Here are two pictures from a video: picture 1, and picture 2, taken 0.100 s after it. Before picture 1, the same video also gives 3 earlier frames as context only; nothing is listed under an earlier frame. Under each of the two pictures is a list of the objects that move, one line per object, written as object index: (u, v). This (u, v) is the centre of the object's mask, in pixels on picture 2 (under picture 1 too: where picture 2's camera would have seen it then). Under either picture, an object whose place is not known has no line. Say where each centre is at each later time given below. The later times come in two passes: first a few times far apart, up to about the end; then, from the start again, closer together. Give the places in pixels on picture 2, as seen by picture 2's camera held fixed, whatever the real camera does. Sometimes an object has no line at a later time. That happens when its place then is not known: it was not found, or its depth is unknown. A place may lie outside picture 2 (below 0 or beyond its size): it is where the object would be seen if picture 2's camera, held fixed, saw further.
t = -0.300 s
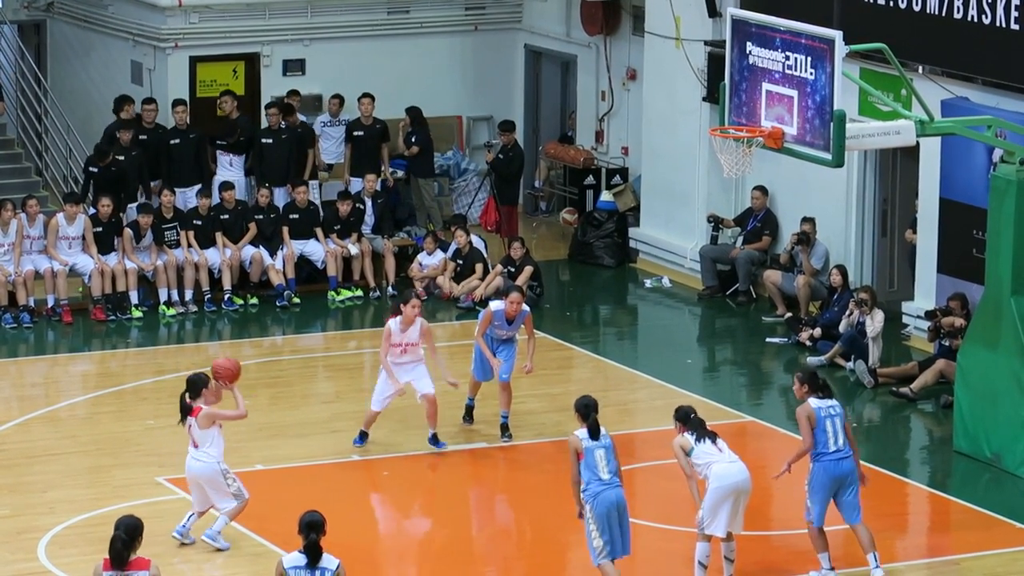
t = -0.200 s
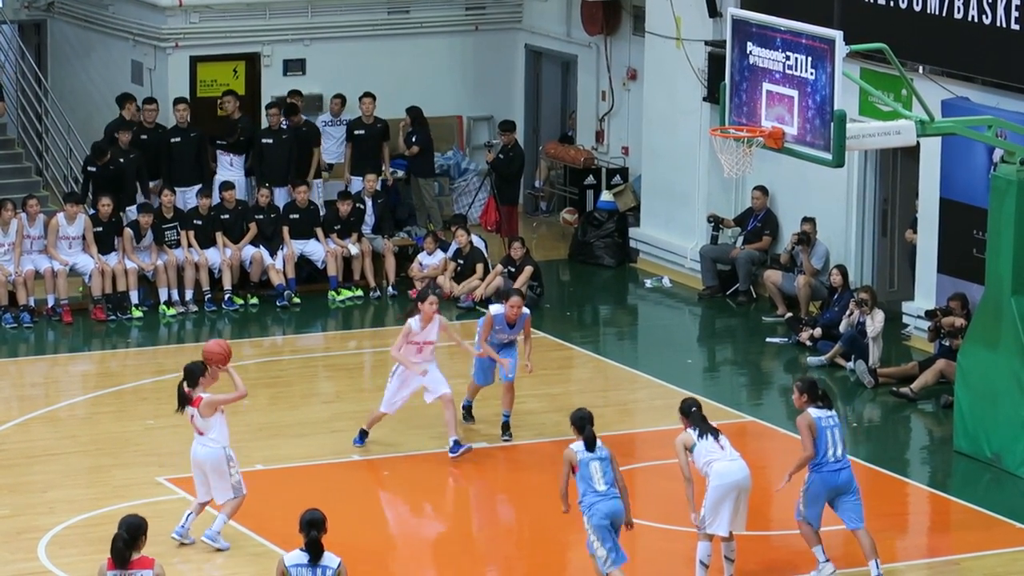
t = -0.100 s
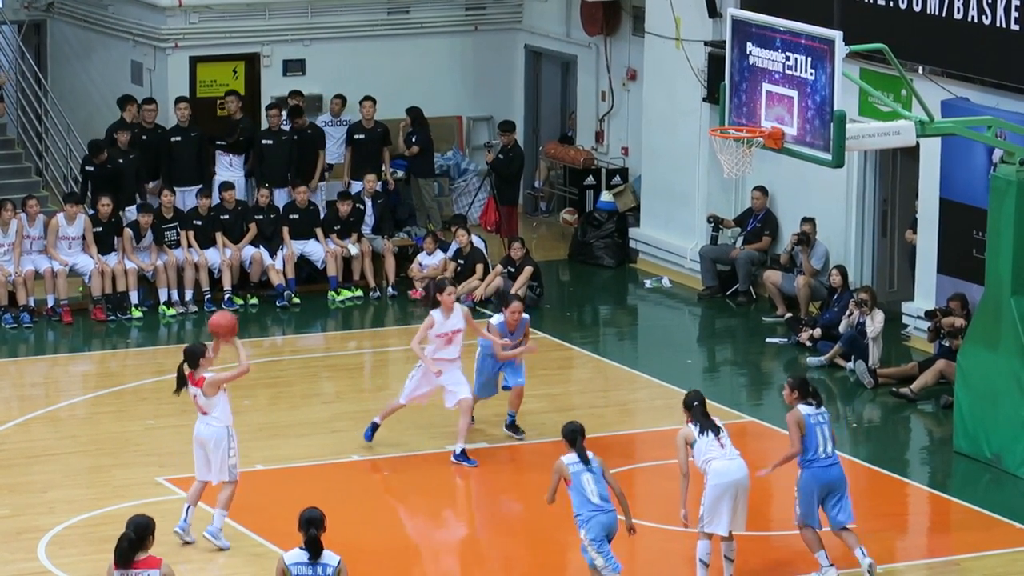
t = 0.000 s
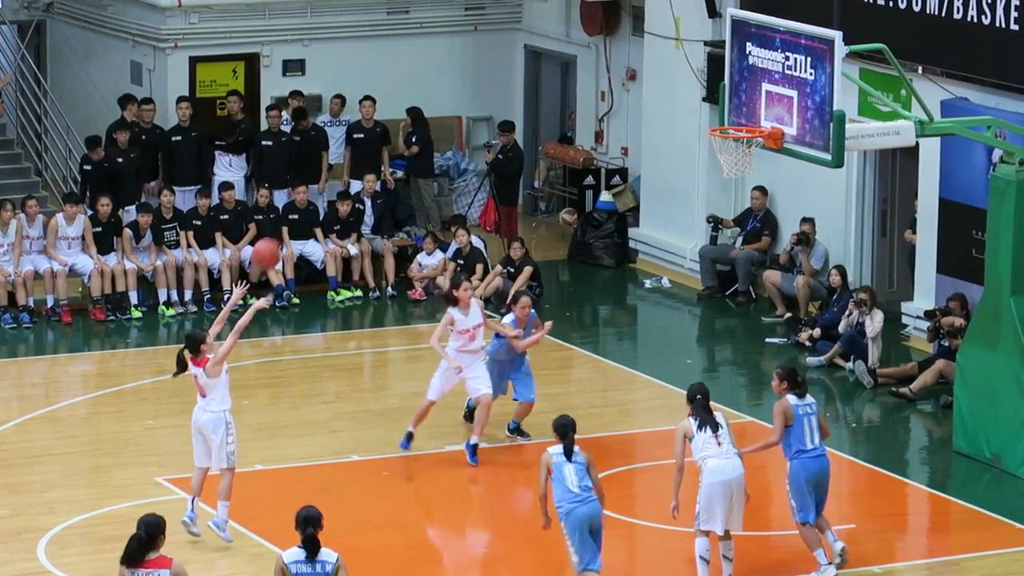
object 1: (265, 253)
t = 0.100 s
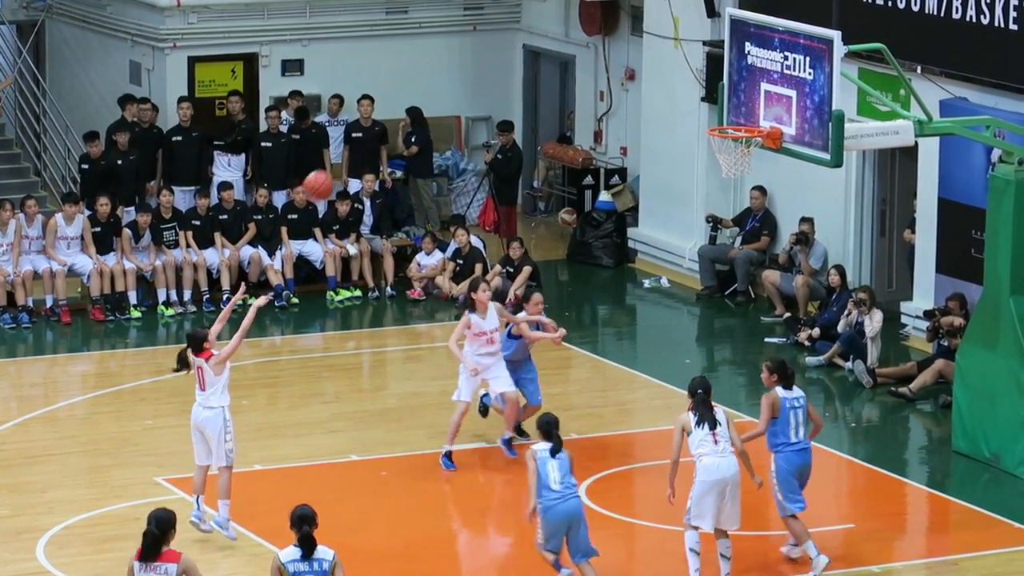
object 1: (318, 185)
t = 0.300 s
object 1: (421, 88)
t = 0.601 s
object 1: (569, 35)
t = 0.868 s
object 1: (694, 79)
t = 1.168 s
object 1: (709, 75)
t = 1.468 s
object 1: (622, 105)
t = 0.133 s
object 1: (335, 166)
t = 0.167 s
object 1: (353, 147)
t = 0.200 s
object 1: (370, 131)
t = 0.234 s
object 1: (387, 115)
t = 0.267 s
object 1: (404, 101)
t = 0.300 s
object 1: (421, 88)
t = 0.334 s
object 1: (438, 76)
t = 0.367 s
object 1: (455, 66)
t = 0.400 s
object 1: (471, 58)
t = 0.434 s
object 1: (488, 51)
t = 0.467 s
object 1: (505, 44)
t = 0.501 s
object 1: (521, 40)
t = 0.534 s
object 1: (537, 38)
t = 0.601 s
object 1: (569, 35)
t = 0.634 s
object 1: (586, 36)
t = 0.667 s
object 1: (602, 38)
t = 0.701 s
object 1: (617, 41)
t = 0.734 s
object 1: (633, 46)
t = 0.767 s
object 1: (648, 53)
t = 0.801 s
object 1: (663, 60)
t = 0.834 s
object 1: (679, 69)
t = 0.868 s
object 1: (694, 79)
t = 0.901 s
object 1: (709, 90)
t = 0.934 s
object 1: (724, 102)
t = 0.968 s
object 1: (736, 114)
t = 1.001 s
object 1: (744, 105)
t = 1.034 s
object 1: (745, 96)
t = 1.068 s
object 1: (736, 89)
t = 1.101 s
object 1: (726, 83)
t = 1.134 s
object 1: (718, 78)
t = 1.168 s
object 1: (709, 75)
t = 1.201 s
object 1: (699, 74)
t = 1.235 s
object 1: (689, 73)
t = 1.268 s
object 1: (680, 74)
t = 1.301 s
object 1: (671, 76)
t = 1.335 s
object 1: (661, 79)
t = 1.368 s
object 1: (651, 84)
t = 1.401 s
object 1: (642, 89)
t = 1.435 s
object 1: (632, 96)
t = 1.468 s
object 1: (622, 105)
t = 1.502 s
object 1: (613, 114)
